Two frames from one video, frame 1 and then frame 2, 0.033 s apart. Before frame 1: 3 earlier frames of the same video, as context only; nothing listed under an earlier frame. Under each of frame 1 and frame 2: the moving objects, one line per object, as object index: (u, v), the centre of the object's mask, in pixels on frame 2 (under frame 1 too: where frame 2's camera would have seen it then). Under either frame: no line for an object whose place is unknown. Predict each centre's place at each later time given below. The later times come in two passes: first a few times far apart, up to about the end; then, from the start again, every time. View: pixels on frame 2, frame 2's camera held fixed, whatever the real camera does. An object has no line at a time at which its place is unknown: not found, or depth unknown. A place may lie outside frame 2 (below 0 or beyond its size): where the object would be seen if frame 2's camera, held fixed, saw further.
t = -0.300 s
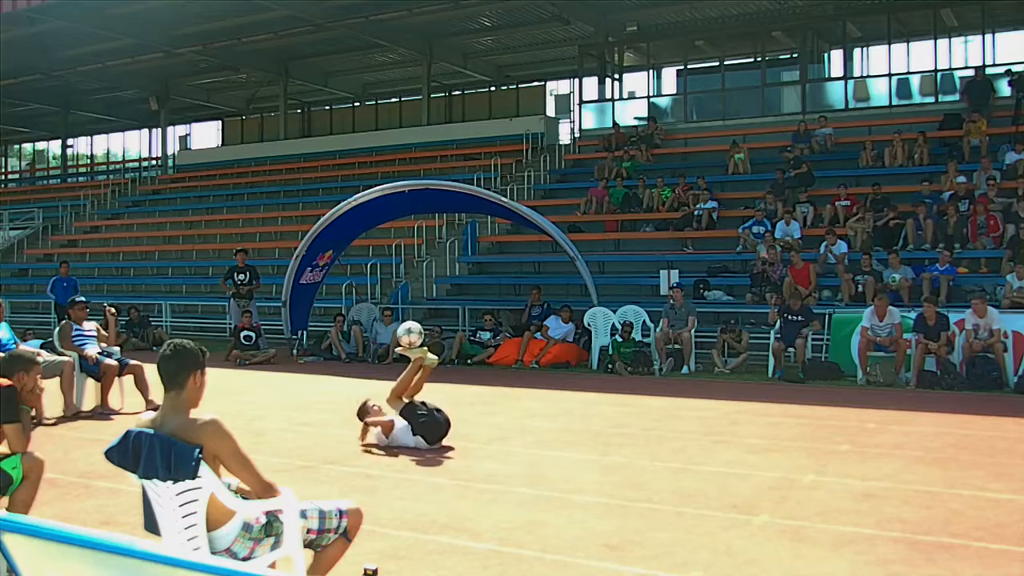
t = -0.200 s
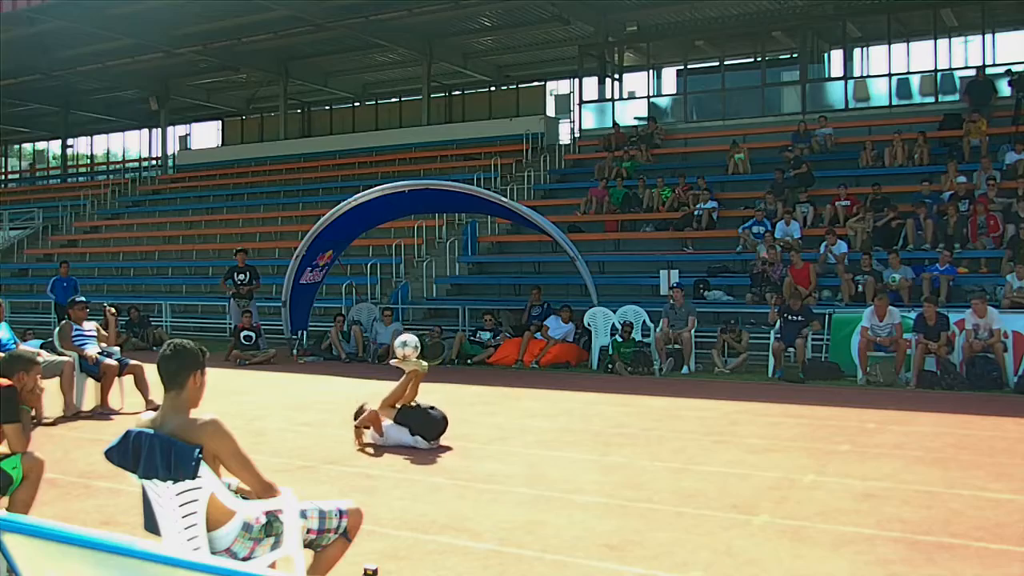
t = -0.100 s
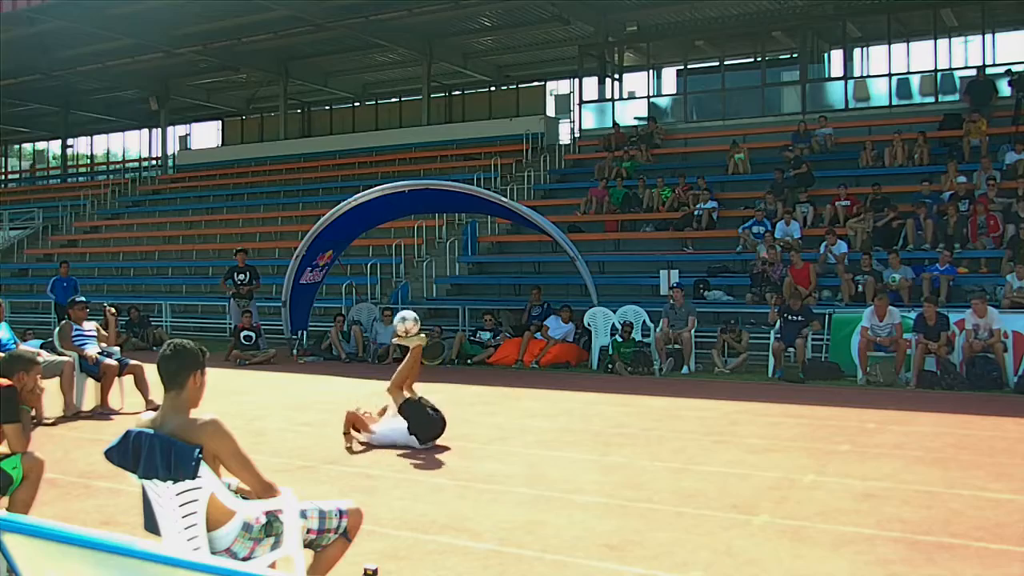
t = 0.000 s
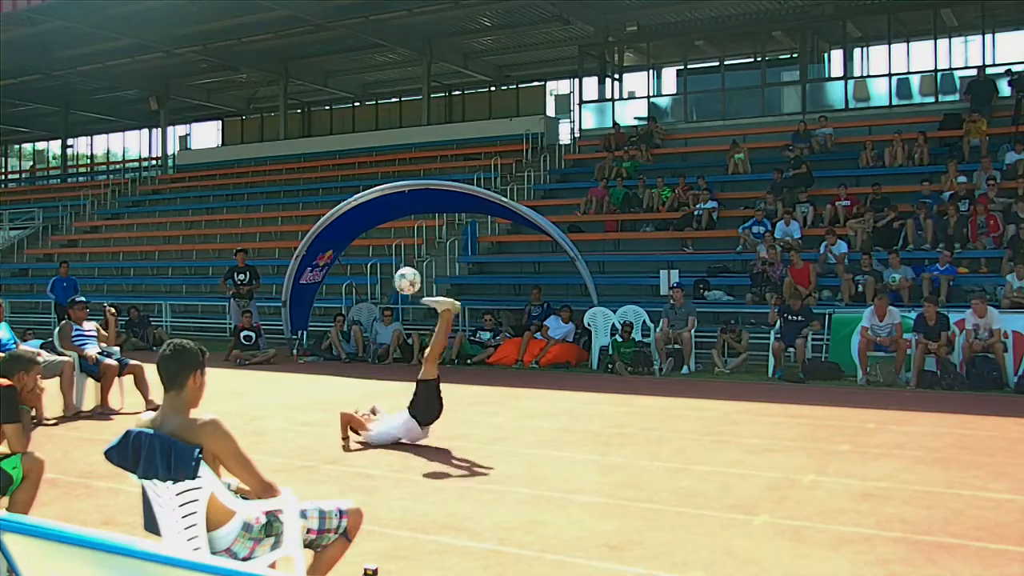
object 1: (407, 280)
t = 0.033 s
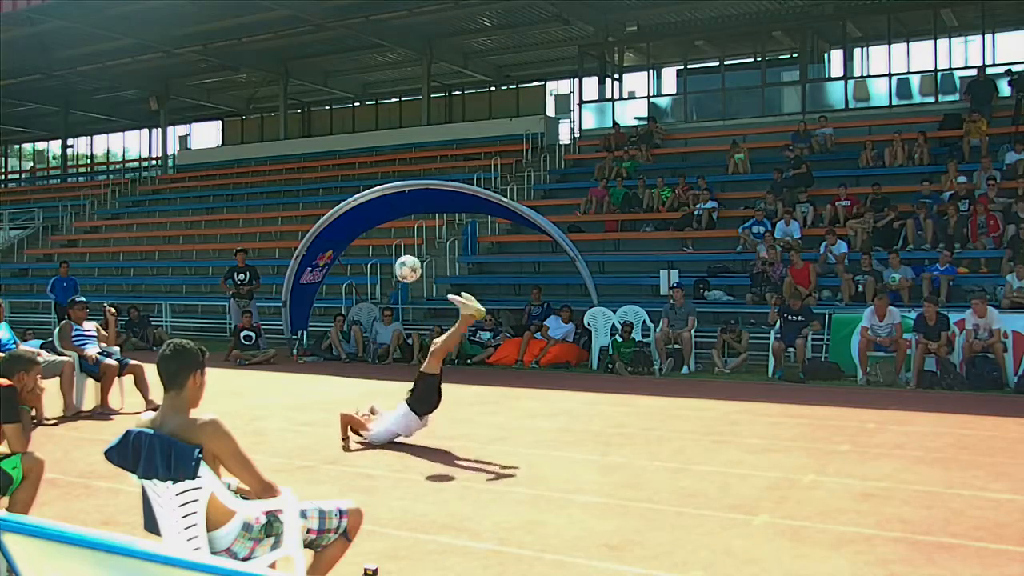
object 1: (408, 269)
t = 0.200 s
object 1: (410, 228)
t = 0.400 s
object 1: (414, 222)
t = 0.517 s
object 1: (417, 241)
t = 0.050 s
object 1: (408, 263)
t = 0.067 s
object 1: (408, 258)
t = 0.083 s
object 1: (409, 253)
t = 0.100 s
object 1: (409, 249)
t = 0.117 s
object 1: (409, 244)
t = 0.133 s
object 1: (409, 241)
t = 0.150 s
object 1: (409, 237)
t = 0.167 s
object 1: (410, 234)
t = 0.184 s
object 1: (410, 231)
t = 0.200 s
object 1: (410, 228)
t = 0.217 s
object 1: (410, 226)
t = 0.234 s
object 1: (411, 224)
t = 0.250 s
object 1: (411, 222)
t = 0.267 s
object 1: (411, 221)
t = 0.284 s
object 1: (412, 220)
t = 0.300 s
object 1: (412, 219)
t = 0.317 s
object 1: (412, 219)
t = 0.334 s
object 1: (413, 219)
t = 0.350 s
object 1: (413, 219)
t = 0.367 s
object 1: (413, 220)
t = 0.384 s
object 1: (414, 221)
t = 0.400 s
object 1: (414, 222)
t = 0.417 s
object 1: (414, 224)
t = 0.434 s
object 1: (415, 226)
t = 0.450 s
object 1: (415, 228)
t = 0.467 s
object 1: (415, 230)
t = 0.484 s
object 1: (416, 233)
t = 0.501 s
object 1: (416, 237)
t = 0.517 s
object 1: (417, 241)
